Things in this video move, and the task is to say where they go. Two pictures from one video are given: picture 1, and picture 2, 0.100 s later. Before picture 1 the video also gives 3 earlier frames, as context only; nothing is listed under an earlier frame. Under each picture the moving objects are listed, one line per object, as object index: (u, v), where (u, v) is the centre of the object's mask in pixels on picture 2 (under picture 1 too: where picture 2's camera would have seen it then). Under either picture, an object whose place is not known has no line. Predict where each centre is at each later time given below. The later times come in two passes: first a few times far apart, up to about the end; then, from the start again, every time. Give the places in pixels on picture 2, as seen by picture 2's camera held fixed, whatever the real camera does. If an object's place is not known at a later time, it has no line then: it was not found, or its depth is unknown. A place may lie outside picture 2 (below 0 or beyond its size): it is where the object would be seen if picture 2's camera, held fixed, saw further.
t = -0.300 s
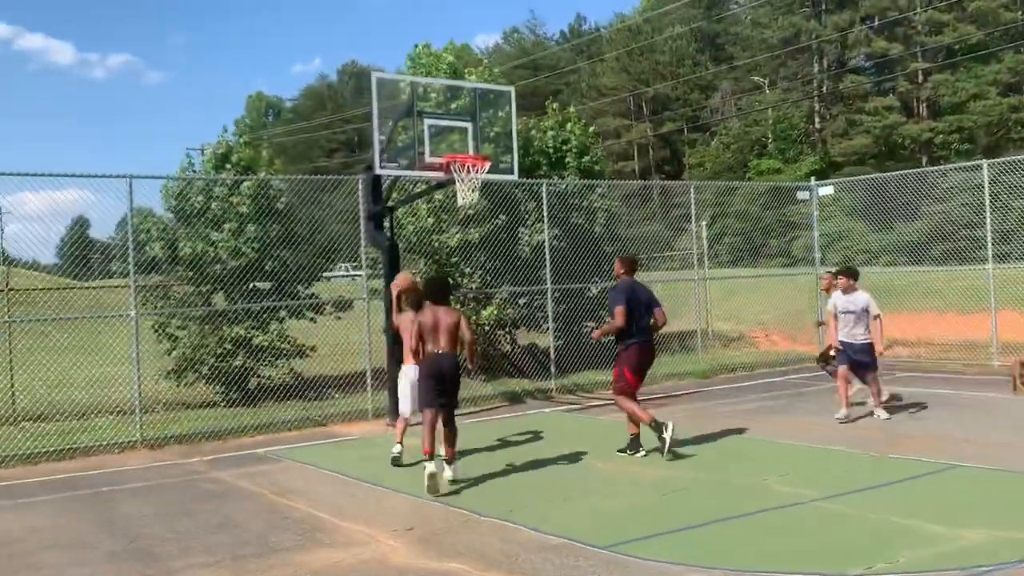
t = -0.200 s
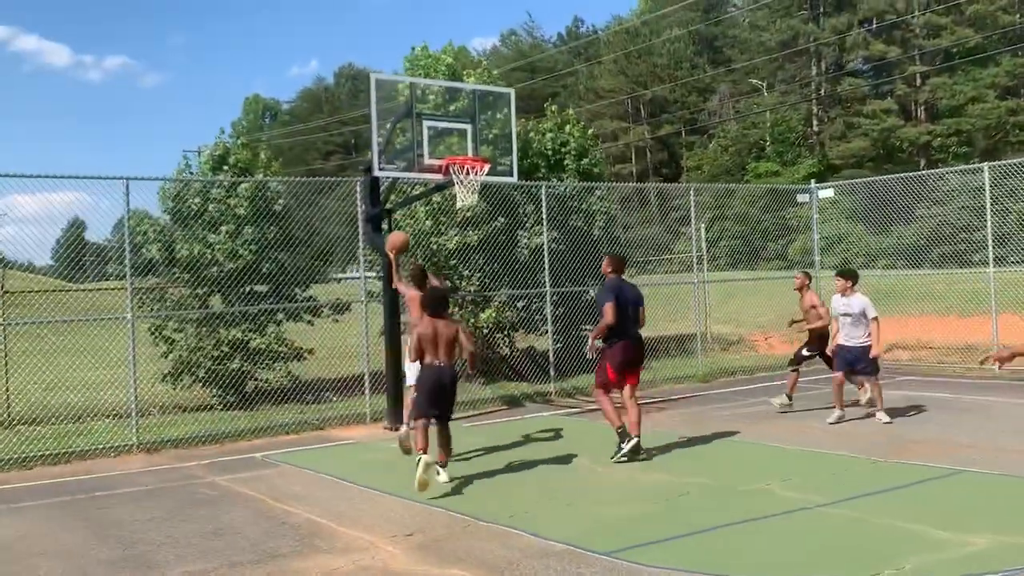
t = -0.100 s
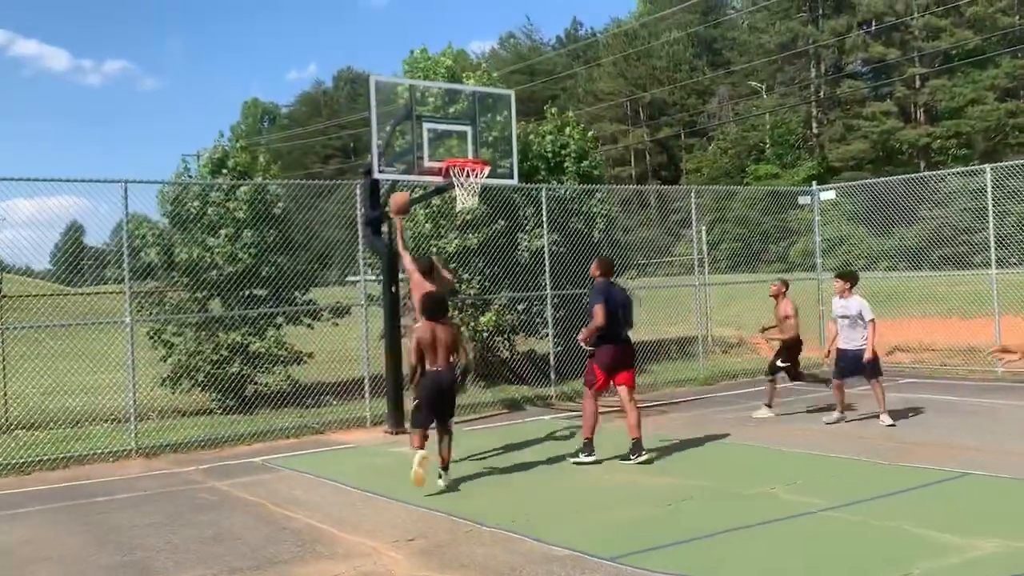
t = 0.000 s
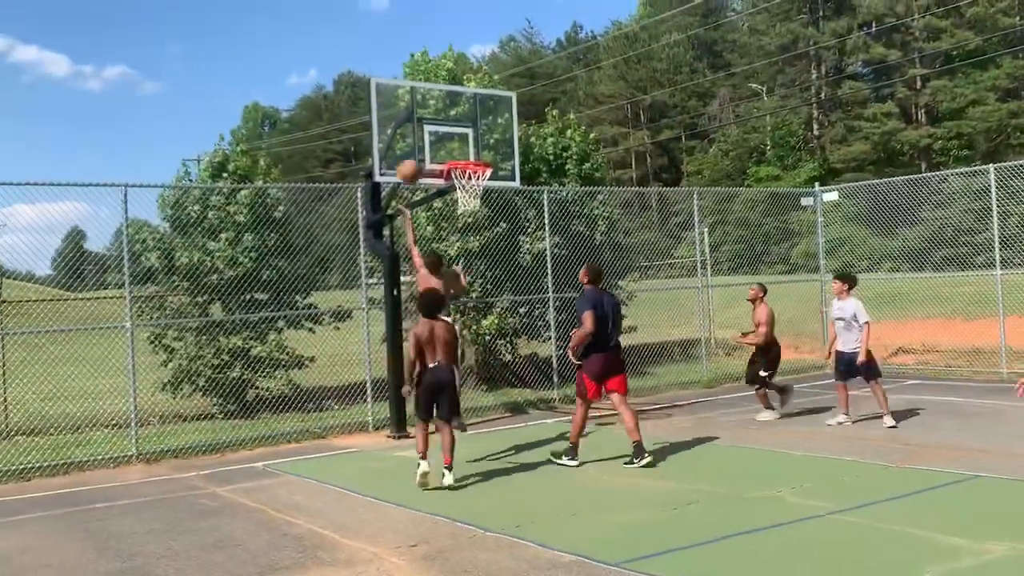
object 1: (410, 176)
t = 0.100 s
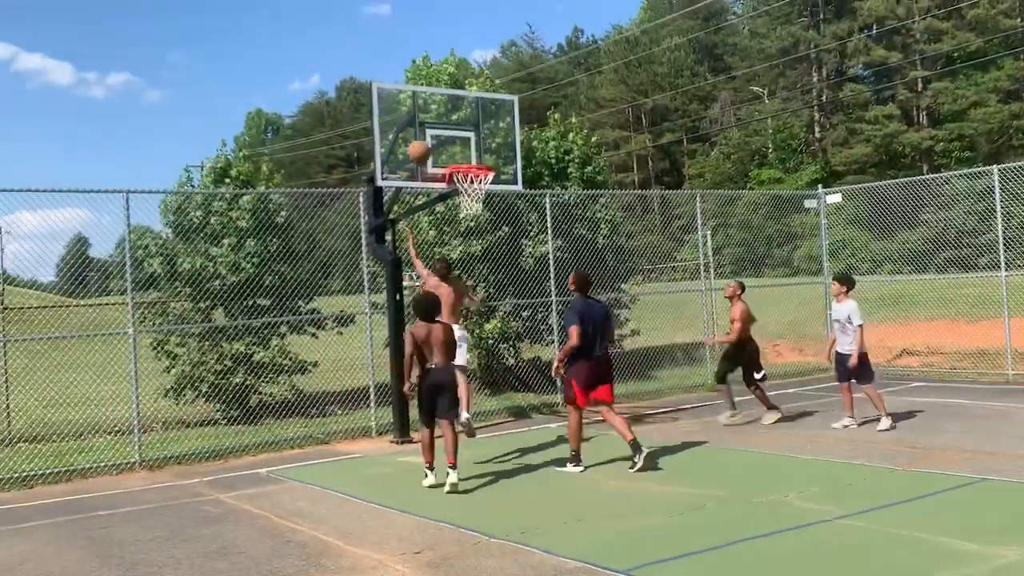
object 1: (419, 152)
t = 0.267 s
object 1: (432, 134)
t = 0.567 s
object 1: (463, 156)
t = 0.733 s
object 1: (484, 201)
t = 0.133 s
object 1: (421, 146)
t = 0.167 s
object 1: (423, 142)
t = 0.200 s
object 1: (426, 138)
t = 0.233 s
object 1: (429, 135)
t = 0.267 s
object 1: (432, 134)
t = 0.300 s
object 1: (434, 134)
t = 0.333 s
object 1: (438, 134)
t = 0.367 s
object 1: (440, 136)
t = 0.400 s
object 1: (444, 137)
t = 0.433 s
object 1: (447, 138)
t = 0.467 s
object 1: (452, 142)
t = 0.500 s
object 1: (457, 147)
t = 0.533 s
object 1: (460, 152)
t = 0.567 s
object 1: (463, 156)
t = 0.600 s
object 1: (469, 160)
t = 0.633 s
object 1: (474, 180)
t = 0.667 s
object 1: (477, 182)
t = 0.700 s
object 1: (482, 195)
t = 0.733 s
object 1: (484, 201)
